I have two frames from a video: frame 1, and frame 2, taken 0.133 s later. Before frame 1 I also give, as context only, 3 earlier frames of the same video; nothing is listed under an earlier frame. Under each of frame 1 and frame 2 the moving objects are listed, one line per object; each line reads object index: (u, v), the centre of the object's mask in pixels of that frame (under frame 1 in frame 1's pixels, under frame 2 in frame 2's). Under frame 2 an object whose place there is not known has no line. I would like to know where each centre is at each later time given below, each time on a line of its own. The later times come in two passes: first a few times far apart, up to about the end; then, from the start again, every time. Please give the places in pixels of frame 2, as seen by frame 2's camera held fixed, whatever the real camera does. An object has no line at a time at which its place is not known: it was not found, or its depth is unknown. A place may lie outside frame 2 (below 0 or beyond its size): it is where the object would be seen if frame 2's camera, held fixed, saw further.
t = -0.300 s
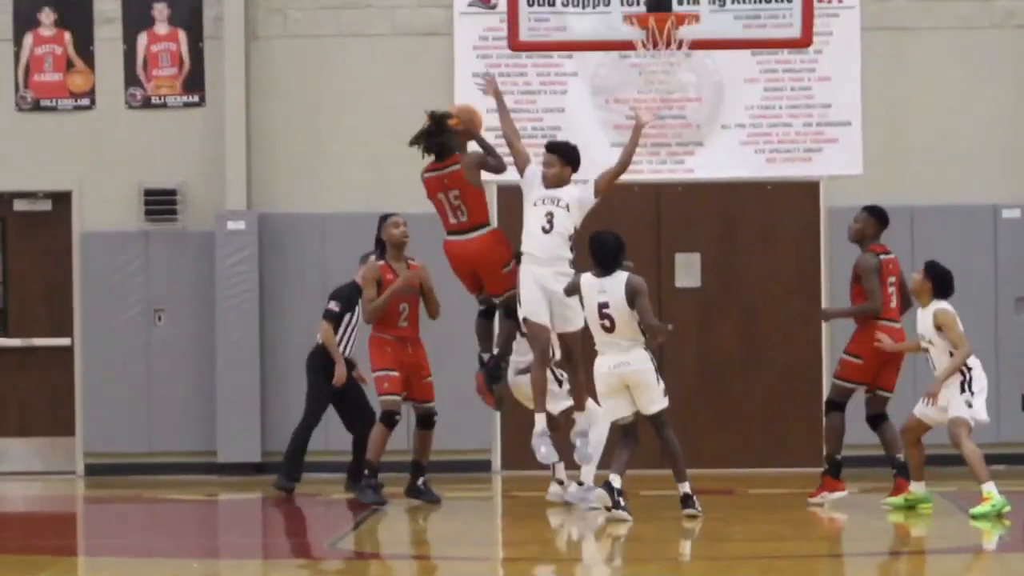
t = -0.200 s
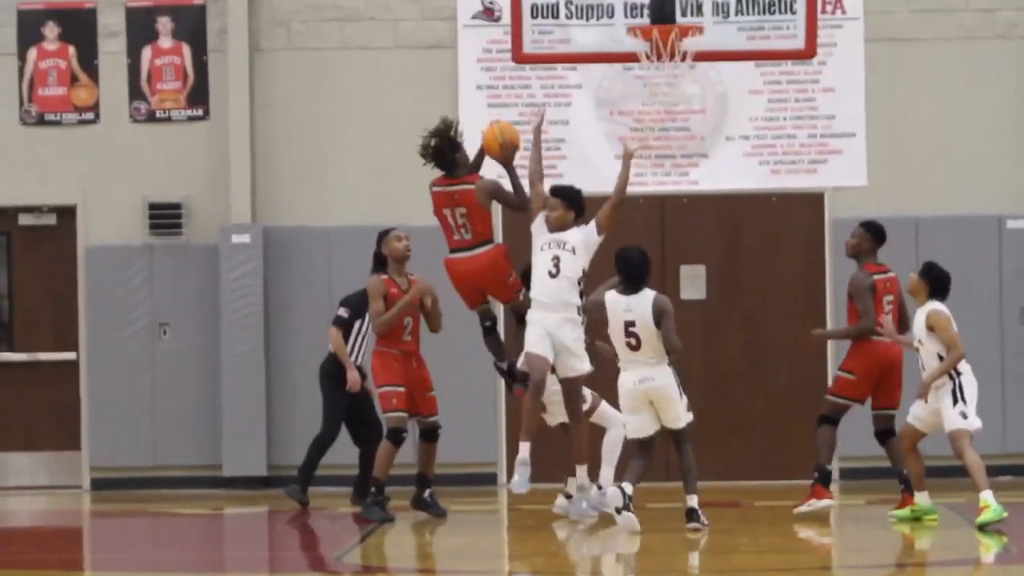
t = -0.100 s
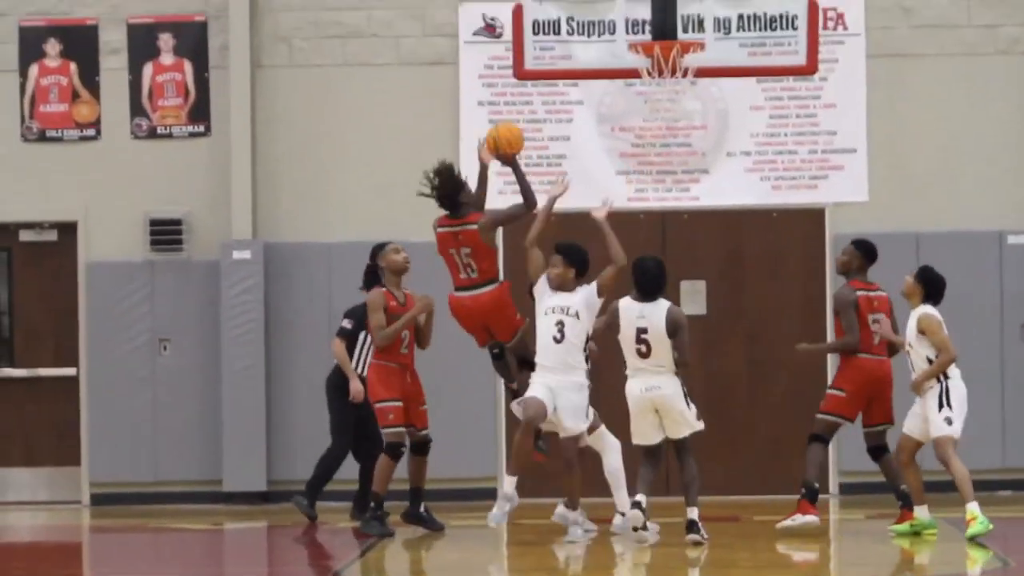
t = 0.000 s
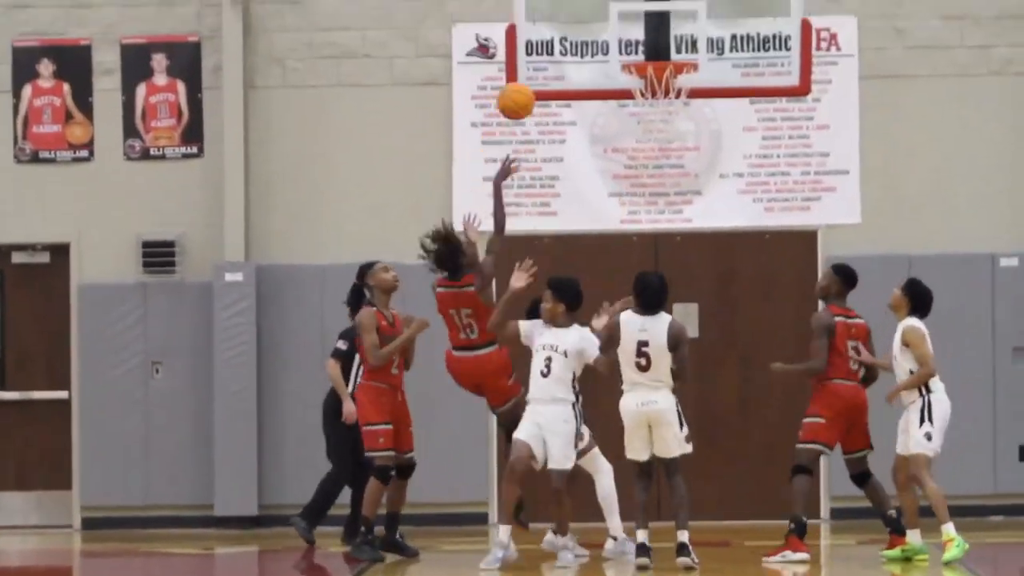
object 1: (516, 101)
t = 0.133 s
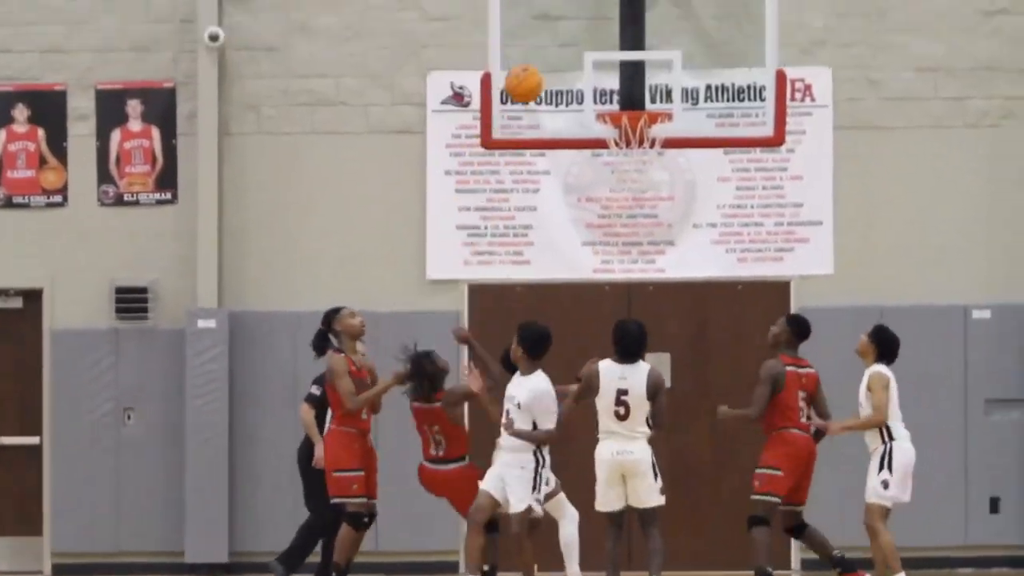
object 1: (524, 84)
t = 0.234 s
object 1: (547, 54)
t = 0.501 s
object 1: (595, 57)
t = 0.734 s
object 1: (642, 102)
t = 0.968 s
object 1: (628, 135)
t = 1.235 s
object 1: (617, 228)
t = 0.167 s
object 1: (531, 71)
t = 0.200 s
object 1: (540, 61)
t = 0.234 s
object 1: (547, 54)
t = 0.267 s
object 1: (555, 47)
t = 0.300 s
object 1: (563, 43)
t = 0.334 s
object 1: (571, 39)
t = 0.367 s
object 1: (579, 39)
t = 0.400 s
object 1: (582, 40)
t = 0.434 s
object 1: (586, 44)
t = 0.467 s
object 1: (590, 50)
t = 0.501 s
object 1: (595, 57)
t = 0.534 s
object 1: (598, 67)
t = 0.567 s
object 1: (603, 78)
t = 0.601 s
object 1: (607, 90)
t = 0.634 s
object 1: (612, 99)
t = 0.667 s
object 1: (623, 98)
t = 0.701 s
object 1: (633, 99)
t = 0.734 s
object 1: (642, 102)
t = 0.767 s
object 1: (651, 104)
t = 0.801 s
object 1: (646, 104)
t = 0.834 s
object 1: (641, 105)
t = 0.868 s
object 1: (636, 107)
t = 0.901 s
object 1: (632, 109)
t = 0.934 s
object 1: (629, 131)
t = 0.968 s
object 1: (628, 135)
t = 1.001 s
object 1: (623, 144)
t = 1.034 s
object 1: (620, 153)
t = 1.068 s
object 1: (619, 162)
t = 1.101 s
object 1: (618, 172)
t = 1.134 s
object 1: (618, 183)
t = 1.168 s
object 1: (618, 197)
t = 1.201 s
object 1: (618, 211)
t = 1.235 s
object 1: (617, 228)
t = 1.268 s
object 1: (617, 246)
